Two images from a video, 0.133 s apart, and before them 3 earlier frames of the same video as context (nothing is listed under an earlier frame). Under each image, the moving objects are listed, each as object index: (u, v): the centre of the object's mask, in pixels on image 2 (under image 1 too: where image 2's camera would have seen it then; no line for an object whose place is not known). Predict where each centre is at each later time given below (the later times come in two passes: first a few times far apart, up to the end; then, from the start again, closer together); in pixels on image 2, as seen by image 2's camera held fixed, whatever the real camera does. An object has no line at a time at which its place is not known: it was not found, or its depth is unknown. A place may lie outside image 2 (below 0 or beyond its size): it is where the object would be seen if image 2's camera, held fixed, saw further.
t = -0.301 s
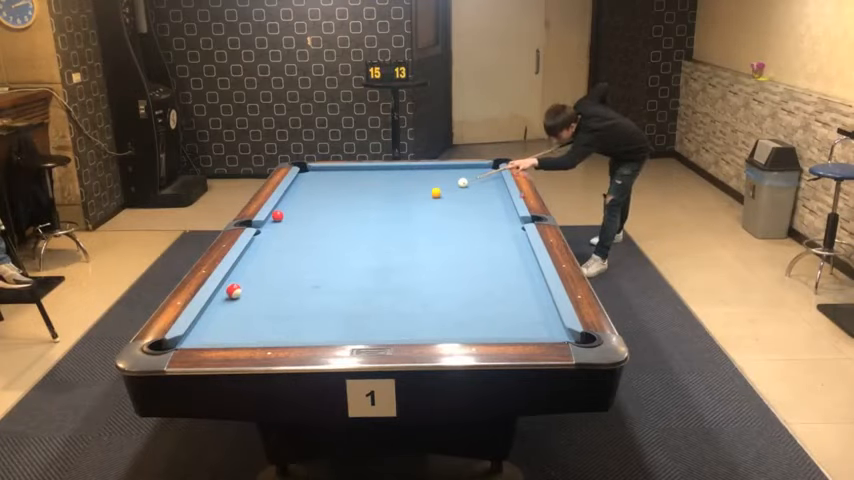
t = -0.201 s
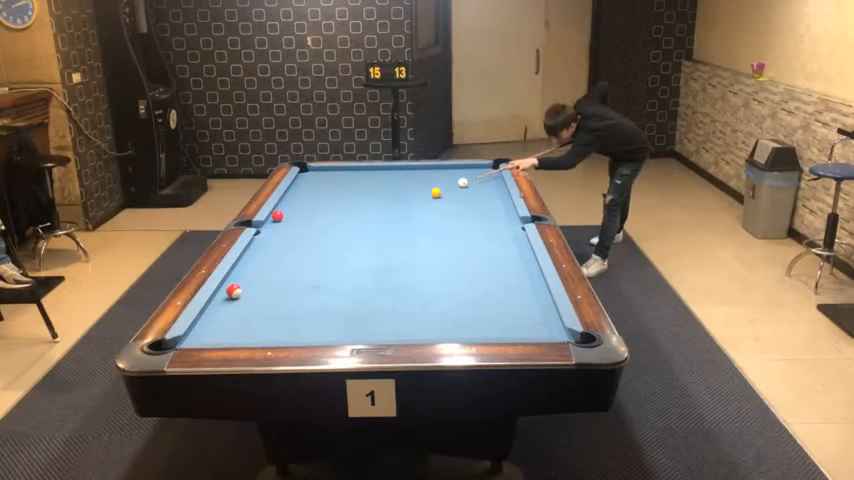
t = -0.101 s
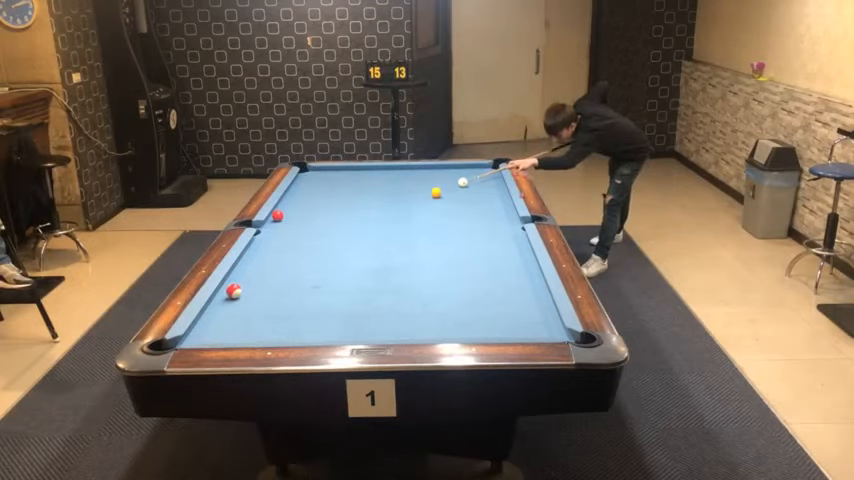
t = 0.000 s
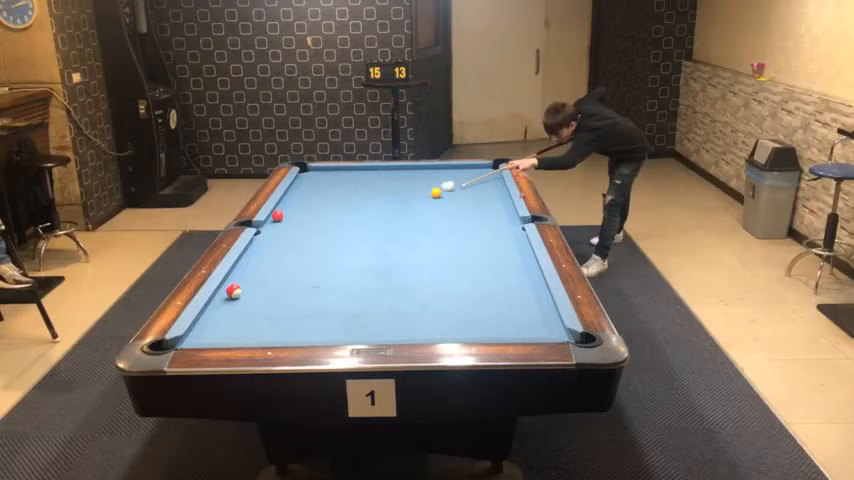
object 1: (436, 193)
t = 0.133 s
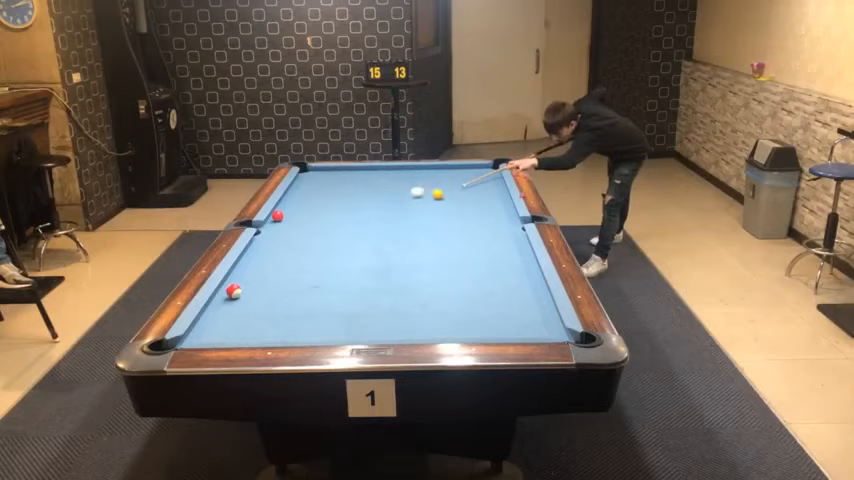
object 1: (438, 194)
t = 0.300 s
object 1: (442, 197)
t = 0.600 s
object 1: (449, 203)
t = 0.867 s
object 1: (456, 208)
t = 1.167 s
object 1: (463, 214)
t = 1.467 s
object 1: (470, 219)
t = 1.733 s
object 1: (476, 224)
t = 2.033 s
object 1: (482, 229)
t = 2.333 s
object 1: (489, 235)
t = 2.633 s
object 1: (495, 239)
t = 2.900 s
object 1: (501, 243)
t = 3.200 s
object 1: (506, 247)
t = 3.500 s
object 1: (511, 251)
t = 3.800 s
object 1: (515, 254)
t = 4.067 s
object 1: (518, 258)
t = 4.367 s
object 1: (521, 261)
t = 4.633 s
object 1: (524, 262)
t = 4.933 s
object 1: (526, 264)
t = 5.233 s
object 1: (527, 265)
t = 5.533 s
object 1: (527, 266)
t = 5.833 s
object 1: (527, 266)
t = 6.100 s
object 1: (527, 266)
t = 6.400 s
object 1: (527, 266)
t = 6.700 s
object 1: (527, 266)
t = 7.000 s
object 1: (527, 266)
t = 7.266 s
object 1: (527, 266)
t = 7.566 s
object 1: (528, 266)
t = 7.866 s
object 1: (528, 266)
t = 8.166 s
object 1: (527, 266)
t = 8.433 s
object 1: (527, 266)
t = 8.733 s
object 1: (528, 266)
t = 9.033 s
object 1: (528, 266)
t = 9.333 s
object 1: (528, 266)
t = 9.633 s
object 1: (528, 266)
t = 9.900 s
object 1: (528, 266)
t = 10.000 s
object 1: (528, 266)
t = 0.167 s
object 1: (439, 194)
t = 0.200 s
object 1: (439, 195)
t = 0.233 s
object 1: (440, 196)
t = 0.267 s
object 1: (441, 197)
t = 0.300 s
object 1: (442, 197)
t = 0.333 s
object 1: (443, 198)
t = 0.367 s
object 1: (444, 198)
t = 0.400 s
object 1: (444, 199)
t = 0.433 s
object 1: (445, 199)
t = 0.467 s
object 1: (446, 200)
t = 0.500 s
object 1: (447, 201)
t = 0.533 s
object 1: (447, 201)
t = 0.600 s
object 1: (449, 203)
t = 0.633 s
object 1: (450, 203)
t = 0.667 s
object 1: (451, 204)
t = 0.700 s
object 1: (451, 204)
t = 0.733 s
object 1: (453, 206)
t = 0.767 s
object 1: (453, 206)
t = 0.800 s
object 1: (454, 207)
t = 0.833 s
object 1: (455, 207)
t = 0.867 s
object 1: (456, 208)
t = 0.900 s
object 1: (456, 208)
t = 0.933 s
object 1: (457, 209)
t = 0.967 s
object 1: (458, 210)
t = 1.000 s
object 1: (459, 210)
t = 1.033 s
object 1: (461, 211)
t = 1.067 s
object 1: (461, 212)
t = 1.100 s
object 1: (462, 212)
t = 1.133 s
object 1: (463, 213)
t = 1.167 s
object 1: (463, 214)
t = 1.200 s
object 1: (464, 215)
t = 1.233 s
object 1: (465, 215)
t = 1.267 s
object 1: (465, 216)
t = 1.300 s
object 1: (467, 216)
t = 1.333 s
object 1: (467, 217)
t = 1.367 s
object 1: (468, 217)
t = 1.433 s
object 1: (469, 218)
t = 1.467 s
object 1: (470, 219)
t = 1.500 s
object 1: (471, 220)
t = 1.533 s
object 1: (471, 220)
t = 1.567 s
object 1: (473, 221)
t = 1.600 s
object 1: (473, 221)
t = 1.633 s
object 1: (474, 222)
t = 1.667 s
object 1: (475, 223)
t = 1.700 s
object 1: (475, 223)
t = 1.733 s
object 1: (476, 224)
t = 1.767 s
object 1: (477, 225)
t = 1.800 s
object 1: (477, 225)
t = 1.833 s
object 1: (478, 226)
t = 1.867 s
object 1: (479, 226)
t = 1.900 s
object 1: (480, 227)
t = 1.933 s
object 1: (480, 228)
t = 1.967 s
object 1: (481, 228)
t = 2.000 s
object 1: (482, 229)
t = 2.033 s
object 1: (482, 229)
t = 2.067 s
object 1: (484, 230)
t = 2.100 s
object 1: (484, 231)
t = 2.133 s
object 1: (485, 231)
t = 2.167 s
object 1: (486, 232)
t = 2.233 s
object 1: (487, 233)
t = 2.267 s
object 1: (488, 233)
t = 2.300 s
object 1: (489, 234)
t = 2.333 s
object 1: (489, 235)
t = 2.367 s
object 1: (490, 235)
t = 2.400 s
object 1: (491, 235)
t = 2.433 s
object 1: (492, 236)
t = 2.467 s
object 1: (492, 236)
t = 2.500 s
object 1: (493, 237)
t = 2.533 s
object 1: (494, 237)
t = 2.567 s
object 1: (494, 238)
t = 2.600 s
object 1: (495, 238)
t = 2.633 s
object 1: (495, 239)
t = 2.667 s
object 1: (496, 240)
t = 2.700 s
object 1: (497, 240)
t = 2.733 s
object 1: (498, 241)
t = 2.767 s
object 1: (499, 241)
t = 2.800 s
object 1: (499, 242)
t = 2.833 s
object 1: (500, 242)
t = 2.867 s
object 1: (500, 243)
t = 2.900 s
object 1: (501, 243)
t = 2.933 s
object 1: (502, 244)
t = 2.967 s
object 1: (502, 244)
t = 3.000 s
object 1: (503, 245)
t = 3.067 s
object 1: (504, 245)
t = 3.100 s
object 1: (504, 246)
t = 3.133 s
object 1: (505, 246)
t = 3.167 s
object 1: (506, 247)
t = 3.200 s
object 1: (506, 247)
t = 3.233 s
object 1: (507, 248)
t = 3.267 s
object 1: (507, 248)
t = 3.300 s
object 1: (508, 249)
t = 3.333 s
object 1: (508, 249)
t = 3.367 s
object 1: (509, 249)
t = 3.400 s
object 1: (509, 250)
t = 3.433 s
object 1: (510, 250)
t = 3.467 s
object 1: (510, 251)
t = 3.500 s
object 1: (511, 251)
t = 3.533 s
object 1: (511, 252)
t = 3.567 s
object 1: (512, 252)
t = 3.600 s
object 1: (512, 252)
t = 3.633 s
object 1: (513, 253)
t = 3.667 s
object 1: (513, 253)
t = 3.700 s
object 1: (514, 254)
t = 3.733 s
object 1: (514, 254)
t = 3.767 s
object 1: (515, 254)
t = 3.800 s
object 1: (515, 254)
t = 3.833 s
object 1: (516, 255)
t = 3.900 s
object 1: (516, 256)
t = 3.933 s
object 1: (517, 256)
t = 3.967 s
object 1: (517, 257)
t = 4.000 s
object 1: (517, 257)
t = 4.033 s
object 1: (518, 258)
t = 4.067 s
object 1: (518, 258)
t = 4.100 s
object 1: (519, 258)
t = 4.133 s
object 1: (519, 258)
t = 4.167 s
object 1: (519, 259)
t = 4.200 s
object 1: (520, 259)
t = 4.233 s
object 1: (520, 260)
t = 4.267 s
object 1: (520, 260)
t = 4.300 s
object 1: (521, 260)
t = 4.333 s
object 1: (521, 260)
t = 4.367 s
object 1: (521, 261)
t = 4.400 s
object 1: (521, 261)
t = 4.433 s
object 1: (522, 261)
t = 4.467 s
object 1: (522, 261)
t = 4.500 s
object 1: (522, 262)
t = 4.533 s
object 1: (523, 262)
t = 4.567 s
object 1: (523, 262)
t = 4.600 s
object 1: (523, 262)
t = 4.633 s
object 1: (524, 262)
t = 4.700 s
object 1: (524, 263)
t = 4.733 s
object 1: (524, 263)
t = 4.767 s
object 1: (524, 263)
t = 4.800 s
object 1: (524, 263)
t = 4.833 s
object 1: (525, 263)
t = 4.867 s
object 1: (525, 264)
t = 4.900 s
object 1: (526, 264)
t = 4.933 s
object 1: (526, 264)
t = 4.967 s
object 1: (526, 264)
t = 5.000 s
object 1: (526, 264)
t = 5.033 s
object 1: (526, 264)
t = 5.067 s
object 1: (526, 265)
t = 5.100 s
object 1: (526, 265)
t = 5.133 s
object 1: (527, 265)
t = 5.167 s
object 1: (527, 265)
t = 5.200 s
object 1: (527, 265)
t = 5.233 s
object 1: (527, 265)
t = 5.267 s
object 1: (527, 265)
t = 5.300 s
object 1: (527, 265)
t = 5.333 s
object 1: (527, 265)
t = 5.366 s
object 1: (527, 265)
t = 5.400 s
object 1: (527, 265)
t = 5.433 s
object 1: (527, 266)
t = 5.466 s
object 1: (527, 266)
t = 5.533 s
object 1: (527, 266)
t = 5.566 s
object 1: (527, 266)
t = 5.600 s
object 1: (527, 266)
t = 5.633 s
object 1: (527, 266)
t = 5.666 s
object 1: (527, 266)
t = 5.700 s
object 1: (527, 266)
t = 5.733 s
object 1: (527, 266)
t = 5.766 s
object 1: (527, 266)
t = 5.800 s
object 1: (527, 266)
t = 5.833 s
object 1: (527, 266)
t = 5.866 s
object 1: (527, 266)
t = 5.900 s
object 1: (527, 266)
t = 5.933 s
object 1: (527, 266)
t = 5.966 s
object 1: (527, 266)
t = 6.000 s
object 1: (527, 266)
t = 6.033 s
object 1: (527, 266)
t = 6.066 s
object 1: (527, 266)
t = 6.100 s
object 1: (527, 266)
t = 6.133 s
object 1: (527, 266)
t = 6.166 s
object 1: (527, 266)
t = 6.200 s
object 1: (527, 266)
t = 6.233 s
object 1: (527, 266)
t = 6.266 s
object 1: (527, 266)
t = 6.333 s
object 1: (527, 266)
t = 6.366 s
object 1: (527, 266)
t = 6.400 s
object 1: (527, 266)
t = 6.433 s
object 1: (527, 266)
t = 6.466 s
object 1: (527, 266)
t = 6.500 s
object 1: (527, 266)
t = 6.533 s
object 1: (527, 266)
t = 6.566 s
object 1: (527, 266)
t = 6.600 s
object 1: (527, 266)
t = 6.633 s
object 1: (527, 266)
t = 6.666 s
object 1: (527, 266)
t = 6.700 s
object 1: (527, 266)
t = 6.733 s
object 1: (527, 266)
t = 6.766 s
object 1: (527, 266)
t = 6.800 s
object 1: (527, 266)
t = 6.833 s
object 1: (527, 266)
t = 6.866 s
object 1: (527, 266)
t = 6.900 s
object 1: (527, 266)
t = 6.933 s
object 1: (527, 266)
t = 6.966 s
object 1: (527, 266)
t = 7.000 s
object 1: (527, 266)
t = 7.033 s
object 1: (527, 266)
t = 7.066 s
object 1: (527, 266)
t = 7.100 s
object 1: (527, 266)
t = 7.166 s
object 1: (527, 266)
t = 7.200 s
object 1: (527, 266)
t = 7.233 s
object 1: (527, 266)
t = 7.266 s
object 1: (527, 266)
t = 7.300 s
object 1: (527, 266)
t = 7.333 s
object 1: (527, 266)
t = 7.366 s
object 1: (528, 266)
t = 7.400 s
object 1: (528, 266)
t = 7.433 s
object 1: (528, 266)
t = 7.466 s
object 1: (528, 266)
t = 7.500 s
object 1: (528, 266)
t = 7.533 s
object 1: (527, 266)
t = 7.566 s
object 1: (528, 266)
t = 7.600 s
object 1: (528, 266)
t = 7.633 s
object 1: (528, 266)
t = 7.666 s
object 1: (528, 266)
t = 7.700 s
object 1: (527, 266)
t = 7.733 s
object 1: (528, 266)
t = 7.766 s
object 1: (528, 266)
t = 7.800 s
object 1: (528, 266)
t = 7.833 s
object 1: (527, 266)
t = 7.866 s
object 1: (528, 266)
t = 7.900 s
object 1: (528, 266)
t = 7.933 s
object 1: (528, 266)
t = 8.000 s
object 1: (528, 266)
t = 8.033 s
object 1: (528, 266)
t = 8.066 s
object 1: (528, 266)
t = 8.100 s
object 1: (528, 266)
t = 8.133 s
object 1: (528, 266)
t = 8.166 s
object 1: (527, 266)
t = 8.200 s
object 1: (527, 266)
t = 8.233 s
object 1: (527, 266)
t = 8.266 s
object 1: (527, 266)
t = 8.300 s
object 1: (527, 266)
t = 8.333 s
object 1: (527, 266)
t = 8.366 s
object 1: (527, 266)
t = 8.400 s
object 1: (528, 266)
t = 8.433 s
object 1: (527, 266)
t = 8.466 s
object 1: (528, 266)
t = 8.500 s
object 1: (528, 266)
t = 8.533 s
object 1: (528, 266)
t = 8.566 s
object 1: (528, 266)
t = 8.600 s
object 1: (528, 266)
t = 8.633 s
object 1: (528, 266)
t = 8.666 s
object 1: (528, 266)
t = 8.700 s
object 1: (528, 266)
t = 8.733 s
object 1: (528, 266)
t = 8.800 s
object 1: (528, 266)
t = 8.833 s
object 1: (528, 266)
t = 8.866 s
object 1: (528, 266)
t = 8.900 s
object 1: (528, 266)
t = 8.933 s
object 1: (528, 266)
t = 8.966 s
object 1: (528, 266)
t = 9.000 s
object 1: (528, 266)
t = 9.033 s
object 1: (528, 266)
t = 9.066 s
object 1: (528, 266)
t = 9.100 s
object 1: (528, 266)
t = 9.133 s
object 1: (528, 266)
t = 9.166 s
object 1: (528, 266)
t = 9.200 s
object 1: (528, 266)
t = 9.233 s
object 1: (528, 266)
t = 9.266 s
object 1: (528, 266)
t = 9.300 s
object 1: (528, 266)
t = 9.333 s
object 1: (528, 266)
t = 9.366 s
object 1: (528, 266)
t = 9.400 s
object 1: (528, 266)
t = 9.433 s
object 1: (528, 266)
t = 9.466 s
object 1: (528, 266)
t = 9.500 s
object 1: (528, 266)
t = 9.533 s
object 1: (528, 266)
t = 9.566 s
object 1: (528, 266)
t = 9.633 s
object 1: (528, 266)
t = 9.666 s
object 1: (528, 266)
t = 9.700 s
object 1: (528, 266)
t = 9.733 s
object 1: (528, 266)
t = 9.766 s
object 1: (528, 266)
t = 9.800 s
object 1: (528, 266)
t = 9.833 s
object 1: (528, 266)
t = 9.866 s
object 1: (528, 266)
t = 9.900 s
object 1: (528, 266)
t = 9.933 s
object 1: (528, 266)
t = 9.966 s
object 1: (528, 266)
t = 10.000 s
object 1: (528, 266)
